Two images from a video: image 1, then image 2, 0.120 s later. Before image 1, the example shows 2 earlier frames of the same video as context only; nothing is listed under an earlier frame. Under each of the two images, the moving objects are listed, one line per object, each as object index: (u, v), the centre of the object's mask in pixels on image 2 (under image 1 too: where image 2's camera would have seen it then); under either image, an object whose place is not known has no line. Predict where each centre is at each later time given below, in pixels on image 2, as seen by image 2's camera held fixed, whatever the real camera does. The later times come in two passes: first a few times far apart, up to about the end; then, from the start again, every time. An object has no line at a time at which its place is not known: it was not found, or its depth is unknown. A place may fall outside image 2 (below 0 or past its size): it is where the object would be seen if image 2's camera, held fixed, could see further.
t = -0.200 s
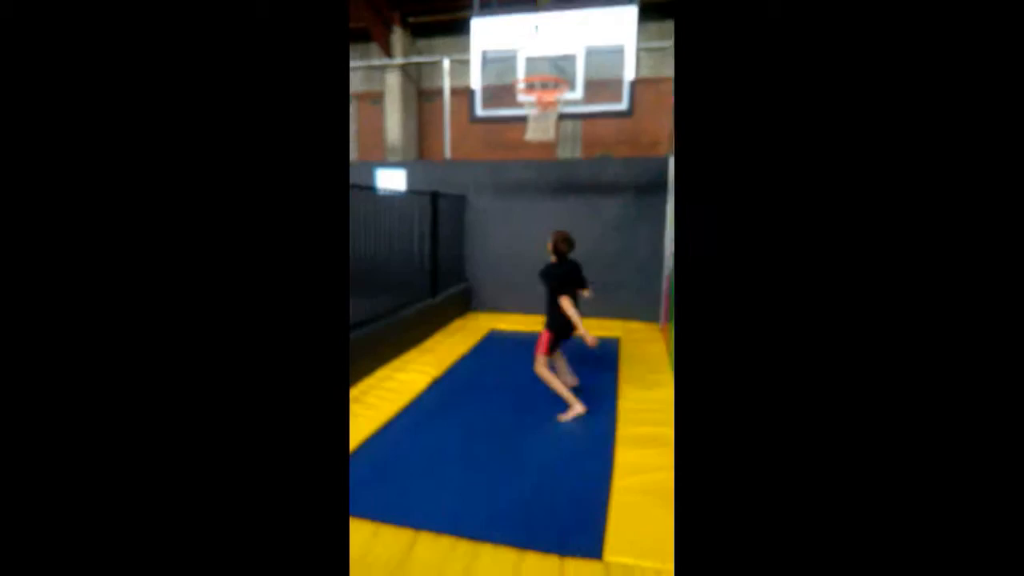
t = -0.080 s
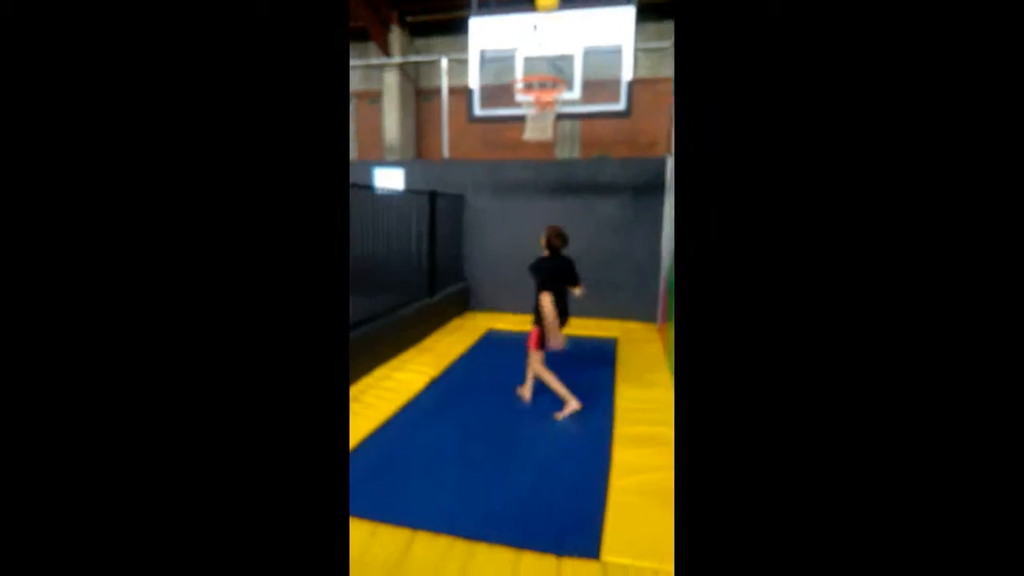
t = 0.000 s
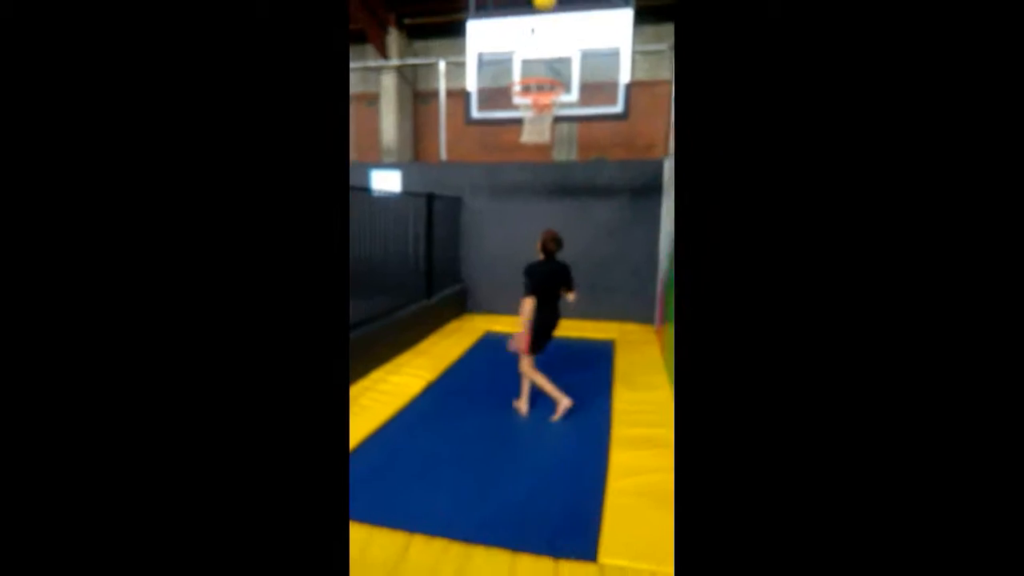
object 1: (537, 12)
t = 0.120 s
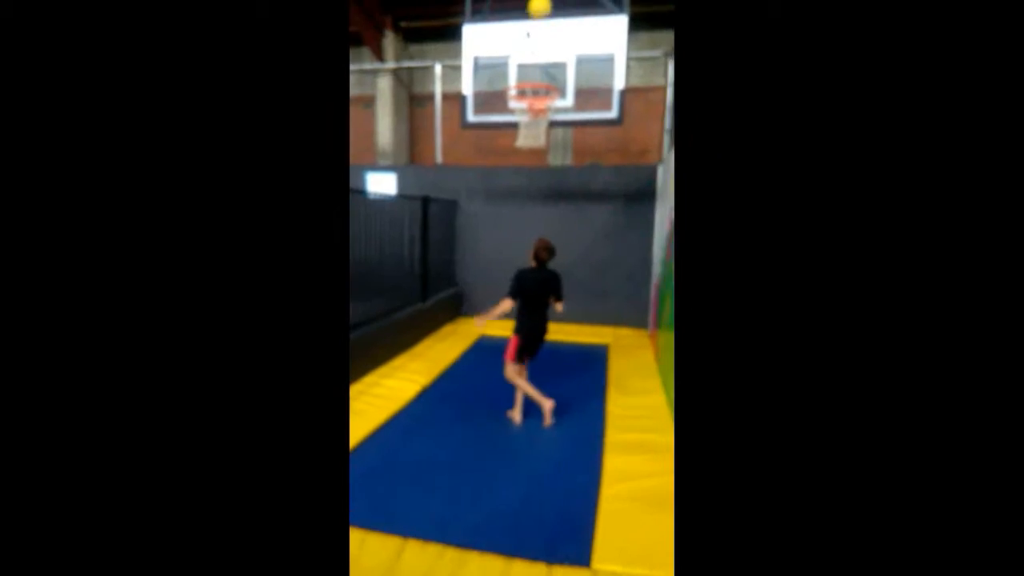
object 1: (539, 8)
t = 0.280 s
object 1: (538, 7)
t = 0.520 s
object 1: (537, 7)
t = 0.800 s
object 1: (533, 27)
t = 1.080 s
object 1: (529, 121)
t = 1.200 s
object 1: (527, 159)
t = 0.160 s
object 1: (539, 9)
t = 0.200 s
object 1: (538, 10)
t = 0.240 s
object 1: (538, 9)
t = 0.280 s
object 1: (538, 7)
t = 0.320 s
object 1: (538, 8)
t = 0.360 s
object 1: (537, 8)
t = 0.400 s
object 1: (538, 7)
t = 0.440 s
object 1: (537, 8)
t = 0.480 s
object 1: (537, 7)
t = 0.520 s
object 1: (537, 7)
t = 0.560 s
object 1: (537, 8)
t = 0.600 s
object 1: (536, 7)
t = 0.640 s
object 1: (535, 8)
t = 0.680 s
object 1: (535, 11)
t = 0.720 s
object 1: (534, 15)
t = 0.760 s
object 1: (534, 20)
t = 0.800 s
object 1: (533, 27)
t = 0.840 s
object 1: (533, 40)
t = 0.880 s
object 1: (531, 50)
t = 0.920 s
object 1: (531, 65)
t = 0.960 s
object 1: (530, 77)
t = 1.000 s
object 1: (529, 91)
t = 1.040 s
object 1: (529, 105)
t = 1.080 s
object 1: (529, 121)
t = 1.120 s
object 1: (527, 133)
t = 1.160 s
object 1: (528, 147)
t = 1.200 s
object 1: (527, 159)
